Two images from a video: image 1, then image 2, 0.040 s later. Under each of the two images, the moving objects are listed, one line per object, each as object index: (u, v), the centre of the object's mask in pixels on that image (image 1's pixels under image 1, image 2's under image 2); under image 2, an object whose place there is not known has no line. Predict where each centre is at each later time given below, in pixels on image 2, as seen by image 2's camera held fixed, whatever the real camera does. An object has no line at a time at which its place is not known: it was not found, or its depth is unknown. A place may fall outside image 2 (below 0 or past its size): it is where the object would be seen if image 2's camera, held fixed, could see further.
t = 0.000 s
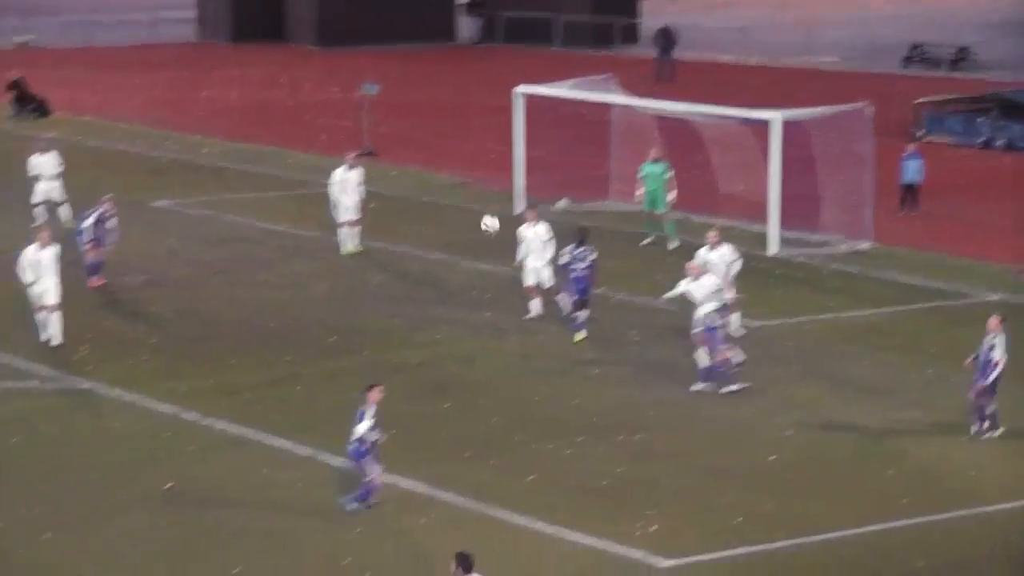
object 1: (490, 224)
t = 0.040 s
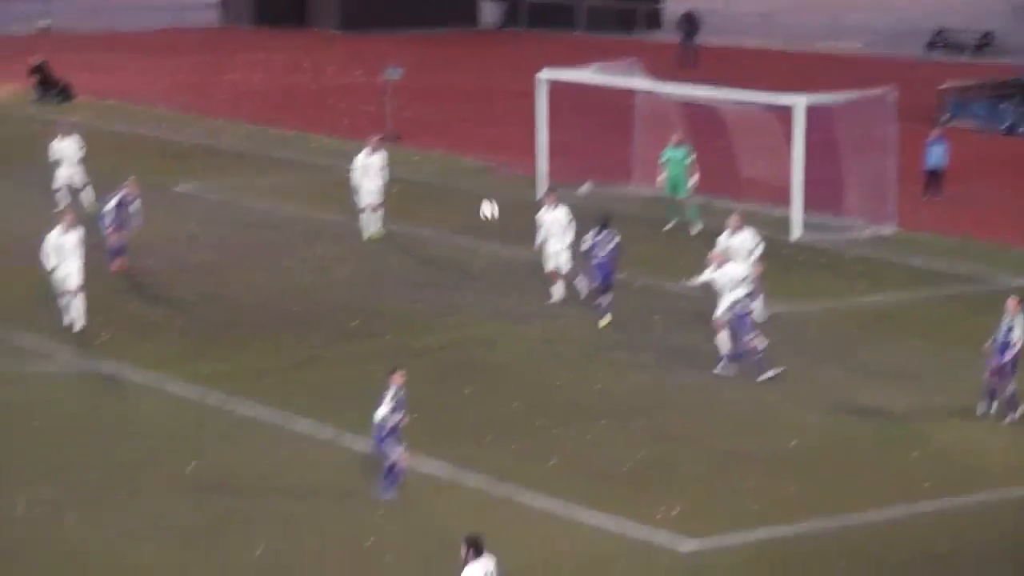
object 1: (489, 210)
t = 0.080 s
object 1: (465, 213)
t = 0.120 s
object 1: (442, 219)
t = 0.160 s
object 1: (420, 224)
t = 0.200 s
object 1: (397, 234)
